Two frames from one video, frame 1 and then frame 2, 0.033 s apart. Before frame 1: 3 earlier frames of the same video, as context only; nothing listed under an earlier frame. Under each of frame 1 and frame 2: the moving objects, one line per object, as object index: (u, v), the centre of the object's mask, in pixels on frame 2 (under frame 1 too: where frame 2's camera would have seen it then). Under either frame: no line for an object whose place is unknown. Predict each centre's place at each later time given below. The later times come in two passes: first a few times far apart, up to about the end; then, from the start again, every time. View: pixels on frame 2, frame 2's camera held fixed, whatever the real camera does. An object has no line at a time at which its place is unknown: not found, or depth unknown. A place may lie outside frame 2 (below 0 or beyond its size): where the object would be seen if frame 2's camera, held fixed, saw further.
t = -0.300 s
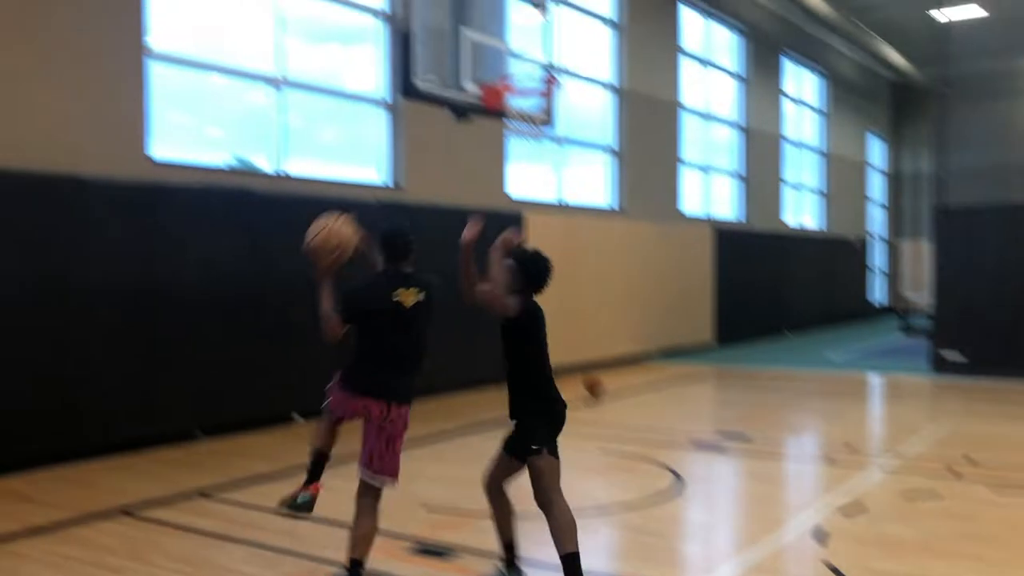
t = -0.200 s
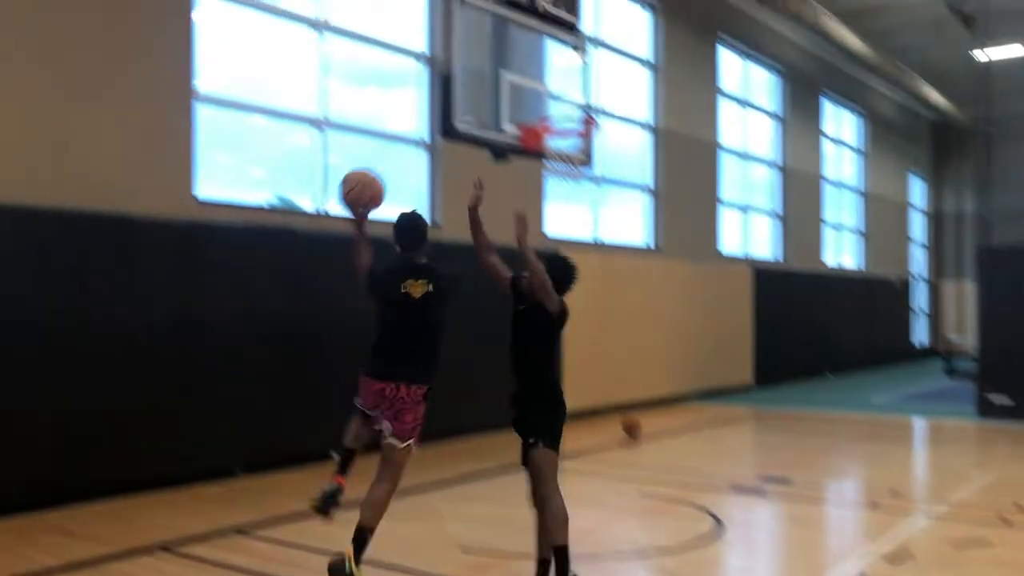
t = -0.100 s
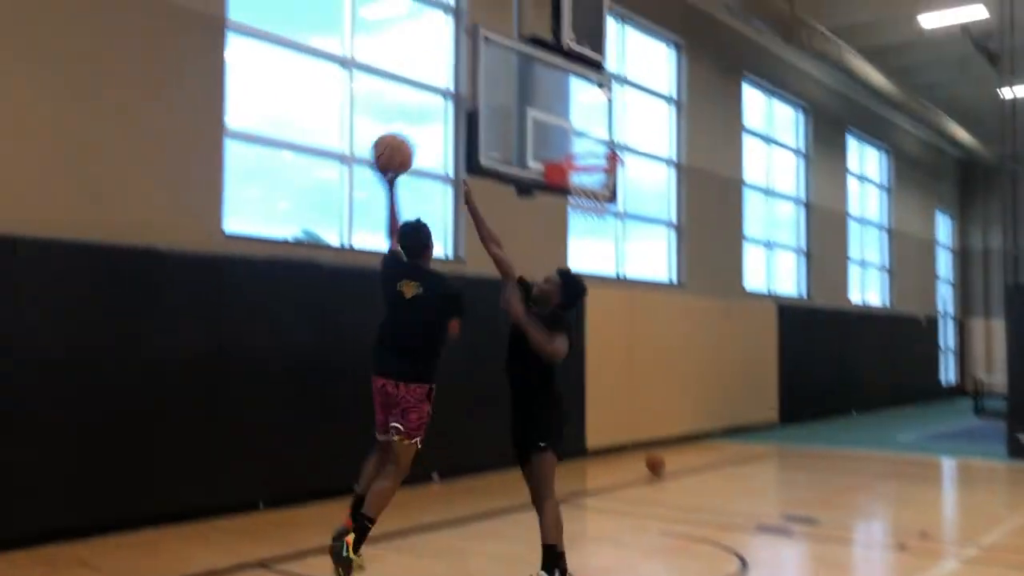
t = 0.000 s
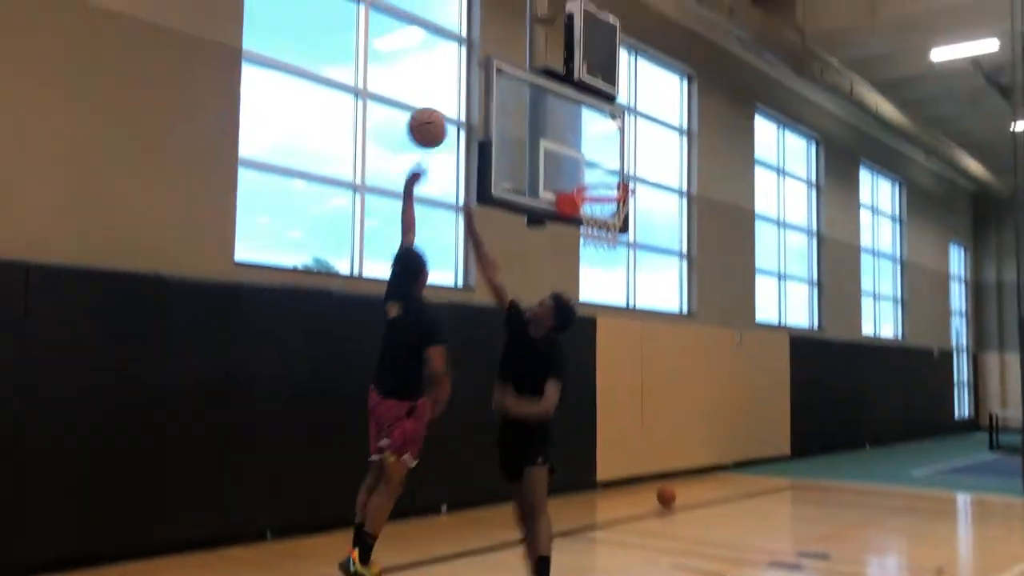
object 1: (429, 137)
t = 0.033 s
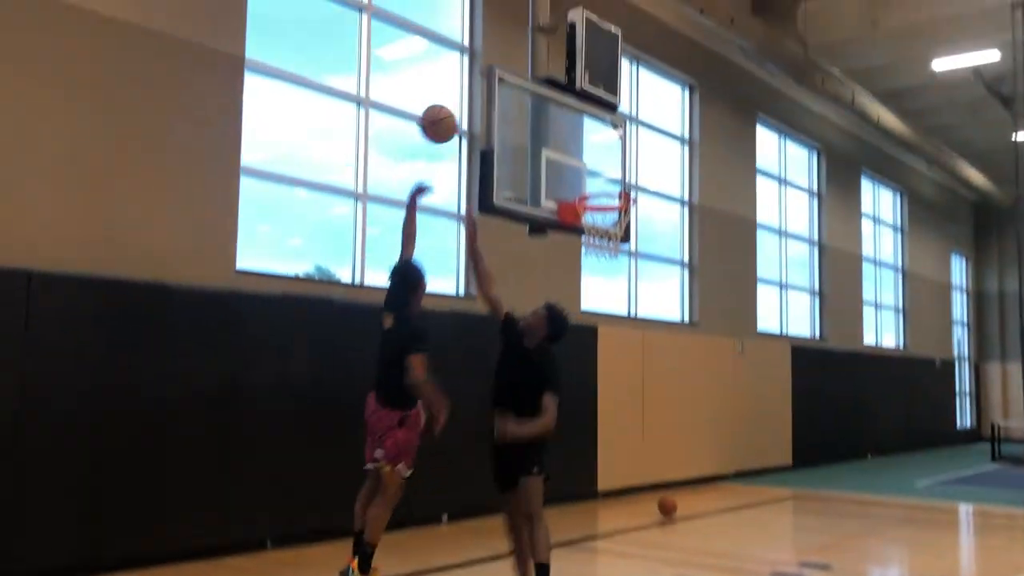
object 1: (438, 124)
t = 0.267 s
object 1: (492, 89)
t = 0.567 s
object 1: (558, 131)
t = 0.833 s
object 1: (621, 233)
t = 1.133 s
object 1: (634, 326)
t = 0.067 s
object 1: (447, 113)
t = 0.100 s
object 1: (456, 104)
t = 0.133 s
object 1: (464, 98)
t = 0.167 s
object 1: (472, 93)
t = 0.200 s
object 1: (479, 89)
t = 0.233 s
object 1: (486, 89)
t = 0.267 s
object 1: (492, 89)
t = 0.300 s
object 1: (499, 90)
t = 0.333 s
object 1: (506, 94)
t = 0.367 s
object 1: (512, 98)
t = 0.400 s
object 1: (518, 104)
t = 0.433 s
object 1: (524, 110)
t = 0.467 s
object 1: (532, 114)
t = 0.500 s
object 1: (541, 118)
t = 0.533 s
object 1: (549, 124)
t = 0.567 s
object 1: (558, 131)
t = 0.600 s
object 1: (566, 140)
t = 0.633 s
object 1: (574, 150)
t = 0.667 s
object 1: (583, 161)
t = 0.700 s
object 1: (591, 173)
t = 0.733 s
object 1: (600, 185)
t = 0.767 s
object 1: (608, 203)
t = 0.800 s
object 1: (618, 219)
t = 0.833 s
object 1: (621, 233)
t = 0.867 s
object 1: (623, 237)
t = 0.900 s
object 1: (626, 245)
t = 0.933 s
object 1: (627, 252)
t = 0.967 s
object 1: (628, 261)
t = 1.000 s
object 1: (629, 271)
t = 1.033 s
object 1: (631, 282)
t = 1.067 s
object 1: (632, 295)
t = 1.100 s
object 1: (633, 310)
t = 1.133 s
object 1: (634, 326)
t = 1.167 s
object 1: (634, 341)
